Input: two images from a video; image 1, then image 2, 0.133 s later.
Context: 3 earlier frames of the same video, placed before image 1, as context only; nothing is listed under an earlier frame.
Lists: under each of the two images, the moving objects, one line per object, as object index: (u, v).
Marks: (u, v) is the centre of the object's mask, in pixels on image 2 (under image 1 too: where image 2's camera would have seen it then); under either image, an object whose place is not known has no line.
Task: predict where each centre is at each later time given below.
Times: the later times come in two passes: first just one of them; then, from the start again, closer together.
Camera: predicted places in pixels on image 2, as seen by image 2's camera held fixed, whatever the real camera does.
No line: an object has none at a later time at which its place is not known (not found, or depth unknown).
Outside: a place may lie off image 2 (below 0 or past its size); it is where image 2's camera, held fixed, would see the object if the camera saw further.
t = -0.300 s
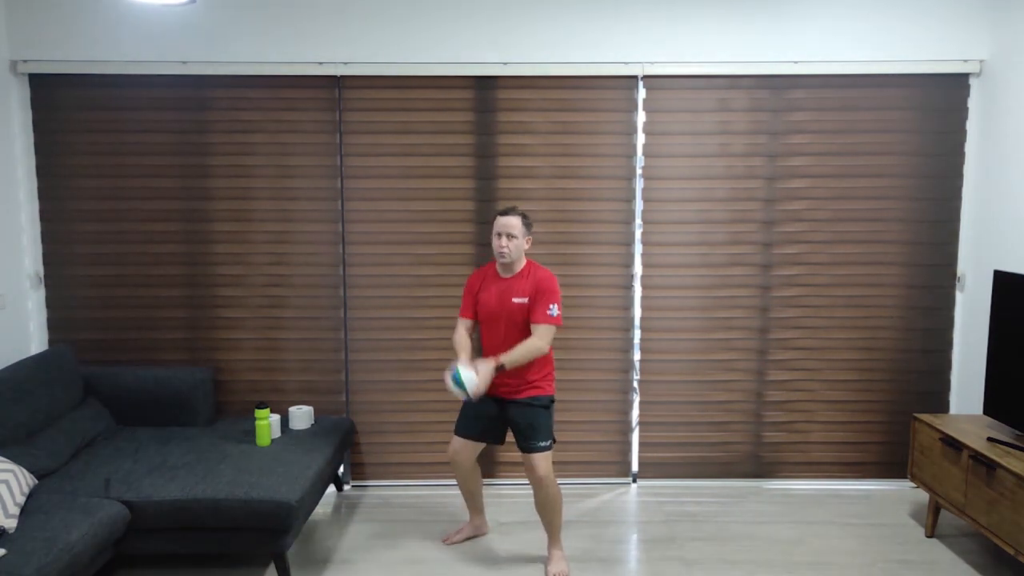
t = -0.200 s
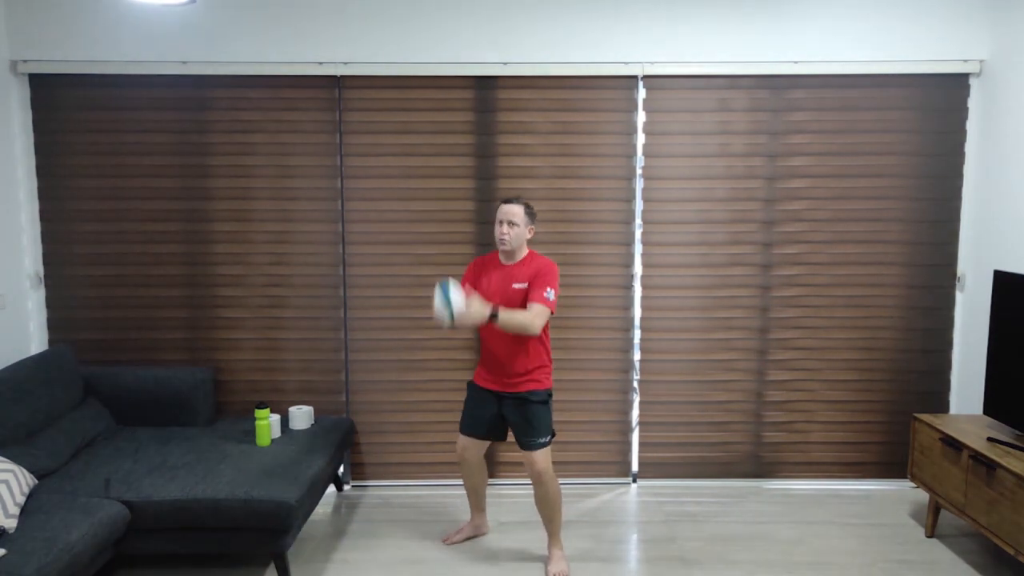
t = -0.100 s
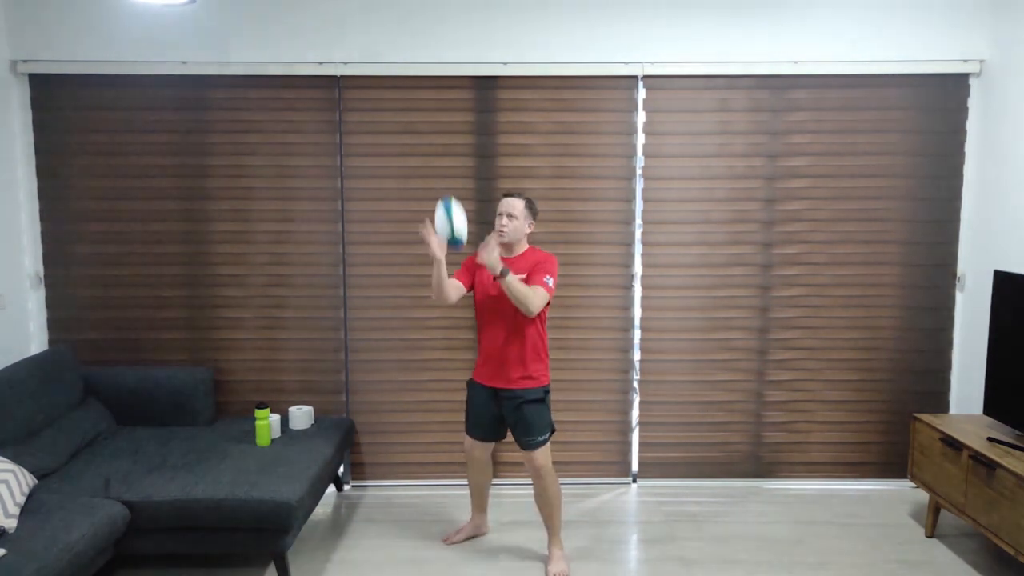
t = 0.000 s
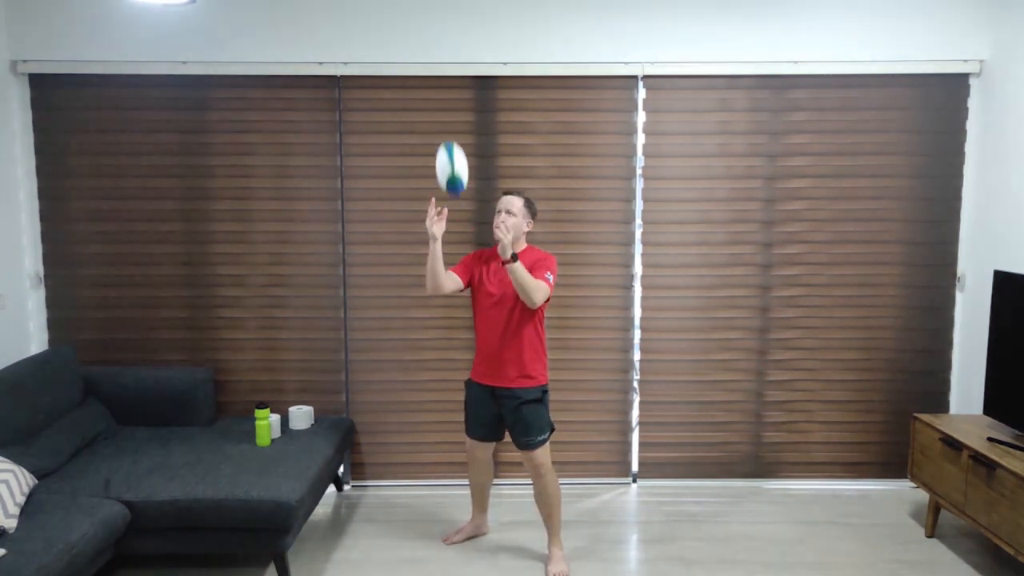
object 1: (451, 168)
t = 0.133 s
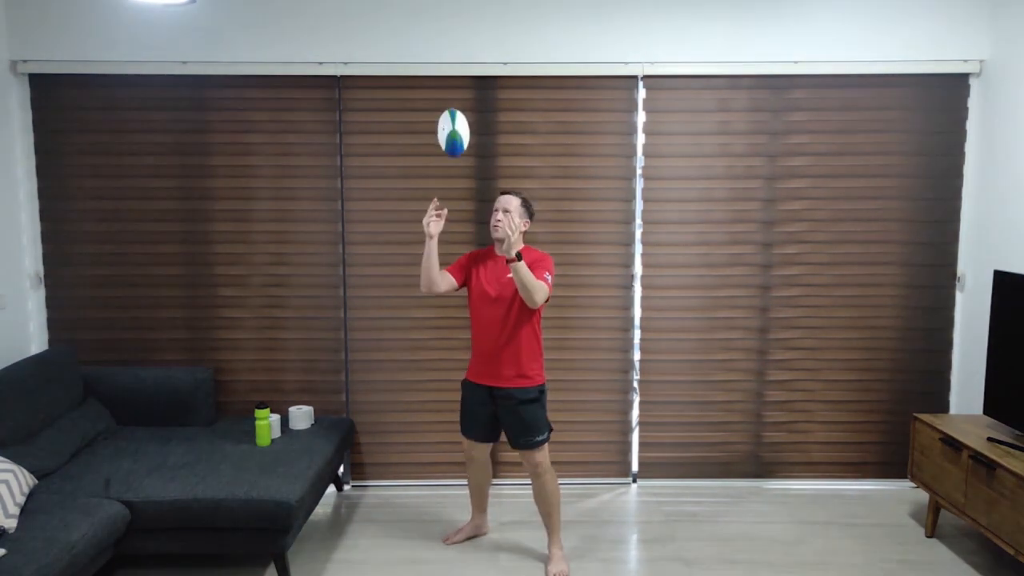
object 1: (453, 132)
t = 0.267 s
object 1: (455, 138)
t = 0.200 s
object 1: (454, 131)
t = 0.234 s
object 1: (455, 133)
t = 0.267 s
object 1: (455, 138)
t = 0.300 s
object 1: (456, 146)
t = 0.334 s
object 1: (456, 156)
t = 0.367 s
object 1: (457, 168)
